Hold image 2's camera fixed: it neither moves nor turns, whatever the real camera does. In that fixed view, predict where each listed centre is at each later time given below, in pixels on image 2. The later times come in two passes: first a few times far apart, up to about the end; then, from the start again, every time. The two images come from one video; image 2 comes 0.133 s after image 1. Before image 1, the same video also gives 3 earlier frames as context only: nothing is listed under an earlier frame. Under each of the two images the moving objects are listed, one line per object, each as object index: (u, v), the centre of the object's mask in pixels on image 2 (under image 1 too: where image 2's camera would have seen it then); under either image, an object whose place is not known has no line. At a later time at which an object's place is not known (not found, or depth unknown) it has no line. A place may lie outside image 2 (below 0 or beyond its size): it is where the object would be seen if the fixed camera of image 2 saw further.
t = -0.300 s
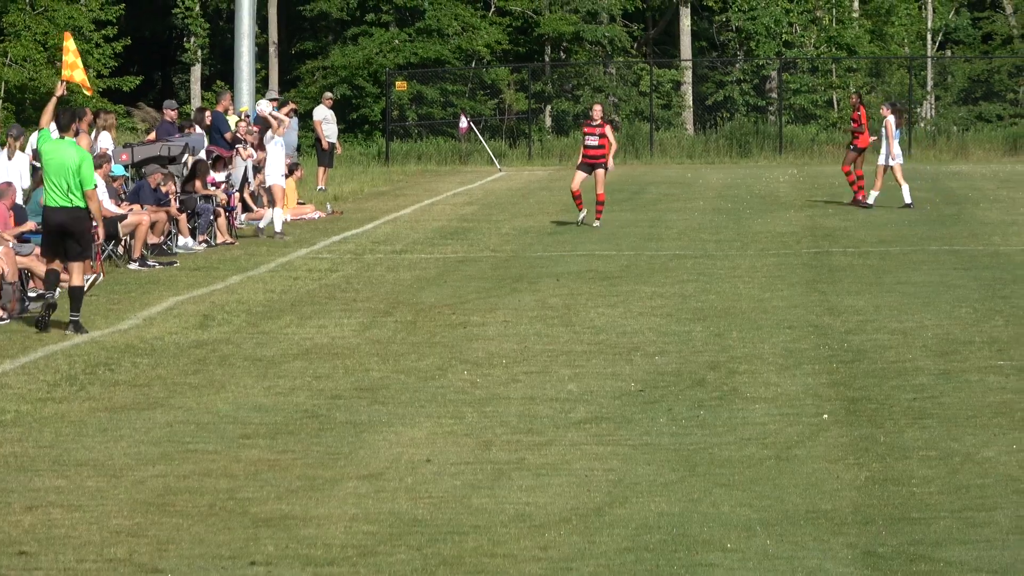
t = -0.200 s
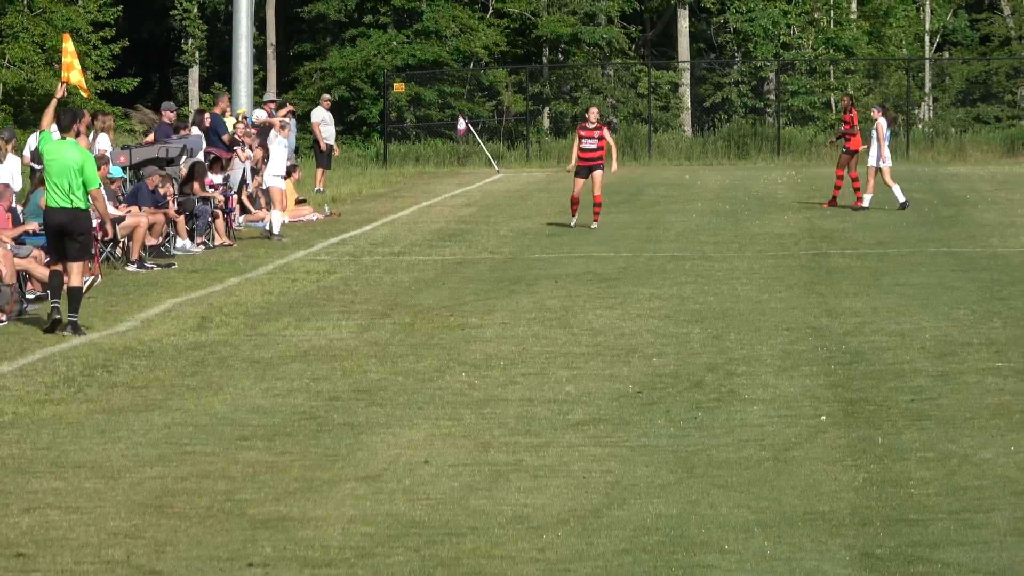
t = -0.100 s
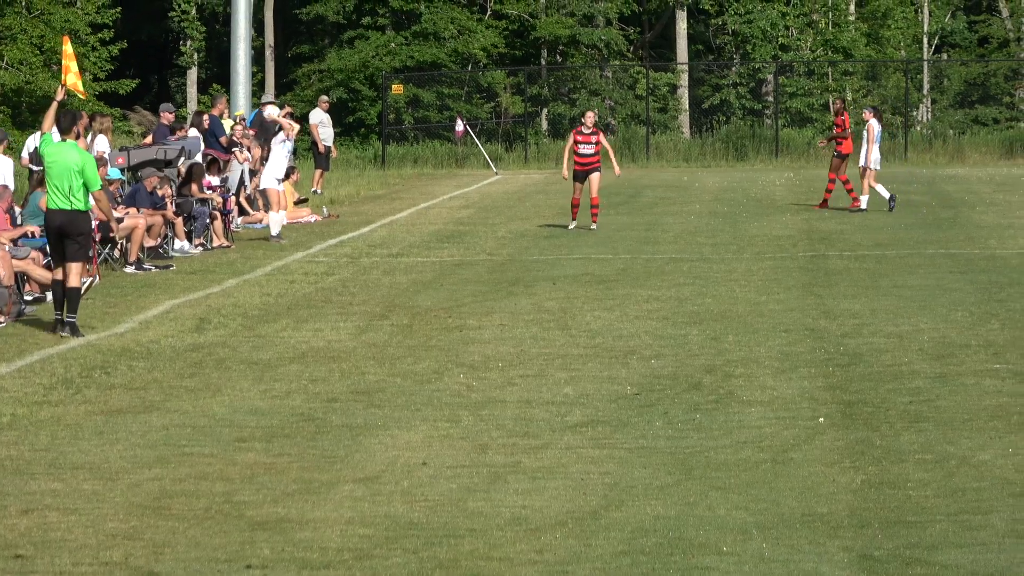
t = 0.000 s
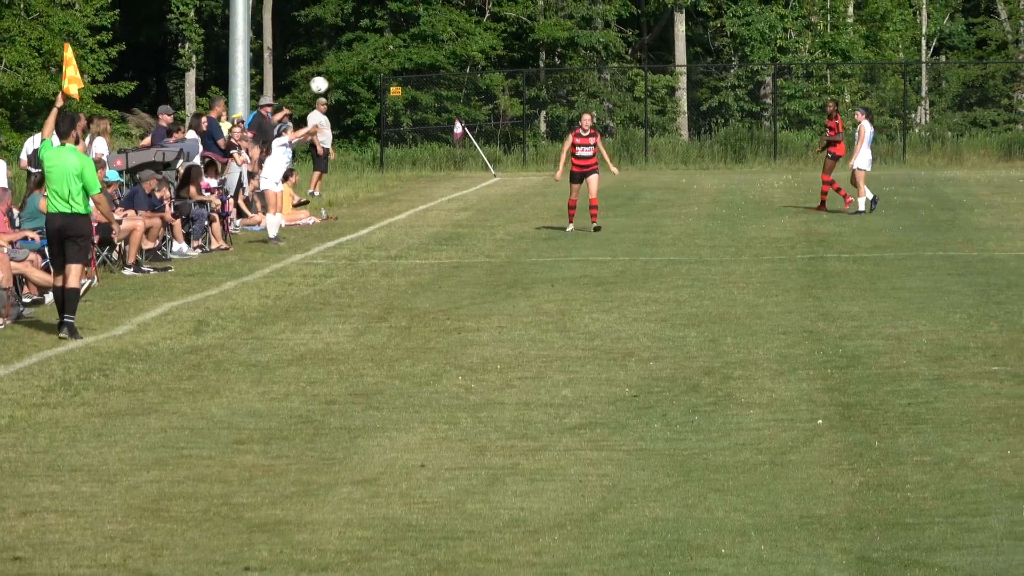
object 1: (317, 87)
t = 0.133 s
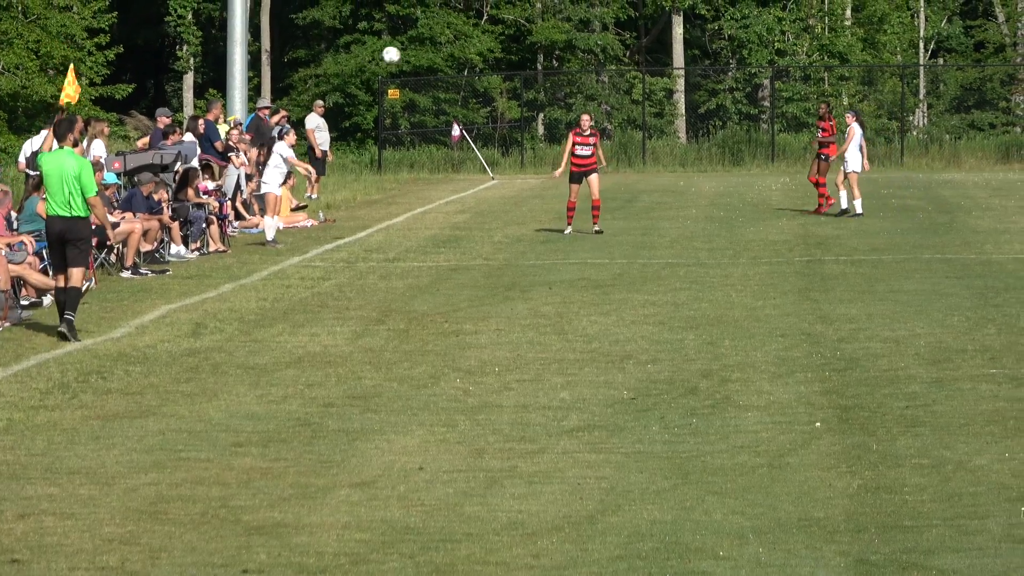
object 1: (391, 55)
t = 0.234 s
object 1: (446, 39)
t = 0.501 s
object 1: (593, 39)
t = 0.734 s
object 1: (718, 84)
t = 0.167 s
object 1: (409, 49)
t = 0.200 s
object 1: (428, 44)
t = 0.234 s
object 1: (446, 39)
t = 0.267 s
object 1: (465, 36)
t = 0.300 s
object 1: (483, 34)
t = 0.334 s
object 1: (502, 33)
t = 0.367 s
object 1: (519, 33)
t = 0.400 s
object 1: (538, 33)
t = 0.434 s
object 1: (556, 34)
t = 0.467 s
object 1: (574, 36)
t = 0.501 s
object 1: (593, 39)
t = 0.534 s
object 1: (611, 43)
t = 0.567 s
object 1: (629, 48)
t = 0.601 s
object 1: (647, 54)
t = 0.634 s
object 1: (664, 60)
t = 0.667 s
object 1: (683, 67)
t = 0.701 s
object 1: (701, 76)
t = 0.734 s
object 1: (718, 84)
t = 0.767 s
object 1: (736, 94)
